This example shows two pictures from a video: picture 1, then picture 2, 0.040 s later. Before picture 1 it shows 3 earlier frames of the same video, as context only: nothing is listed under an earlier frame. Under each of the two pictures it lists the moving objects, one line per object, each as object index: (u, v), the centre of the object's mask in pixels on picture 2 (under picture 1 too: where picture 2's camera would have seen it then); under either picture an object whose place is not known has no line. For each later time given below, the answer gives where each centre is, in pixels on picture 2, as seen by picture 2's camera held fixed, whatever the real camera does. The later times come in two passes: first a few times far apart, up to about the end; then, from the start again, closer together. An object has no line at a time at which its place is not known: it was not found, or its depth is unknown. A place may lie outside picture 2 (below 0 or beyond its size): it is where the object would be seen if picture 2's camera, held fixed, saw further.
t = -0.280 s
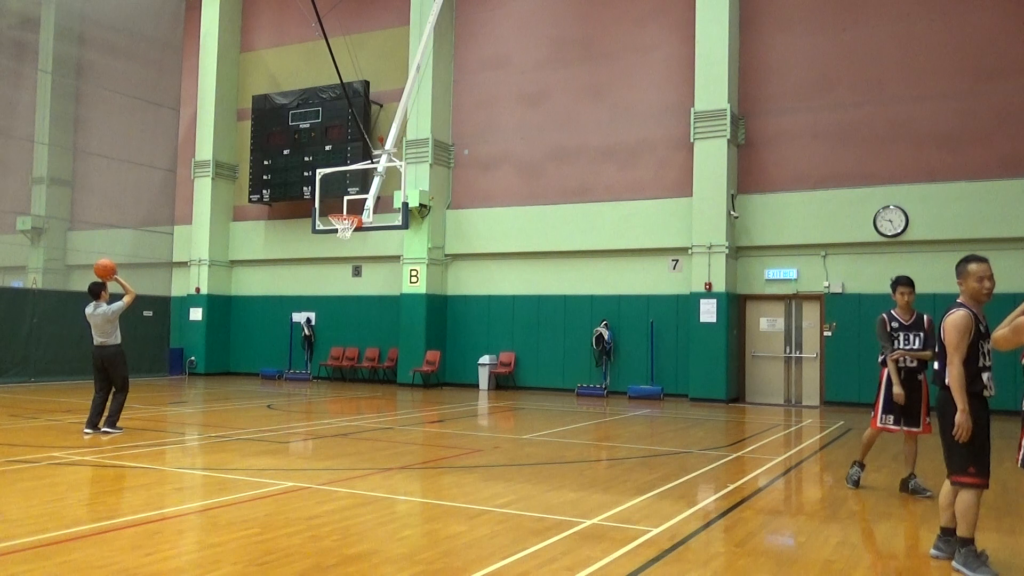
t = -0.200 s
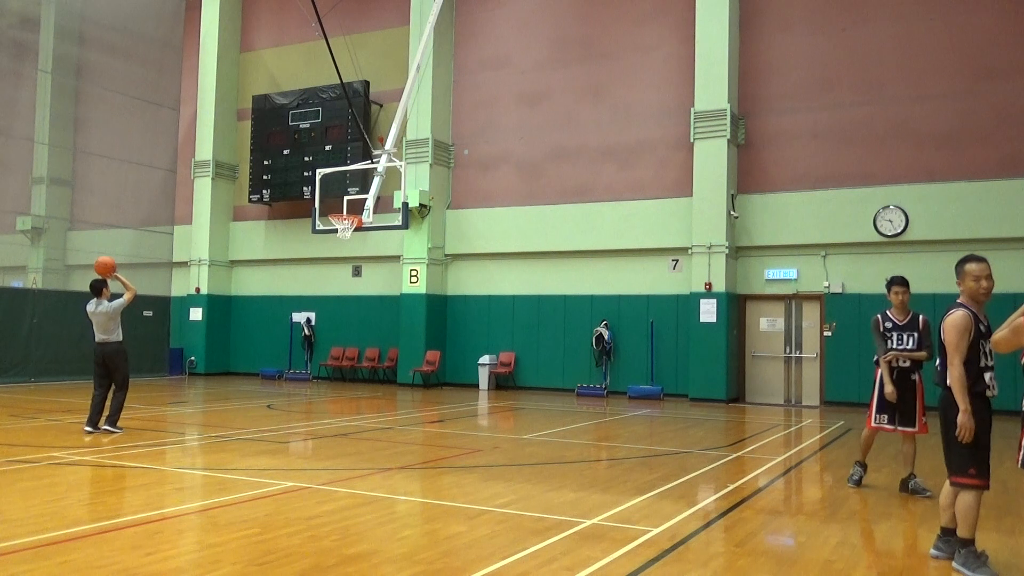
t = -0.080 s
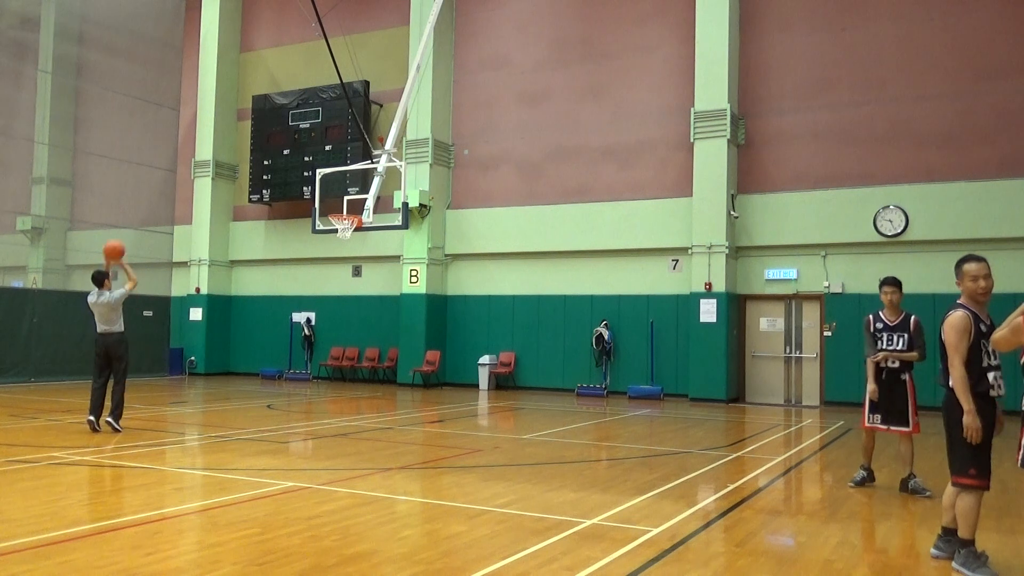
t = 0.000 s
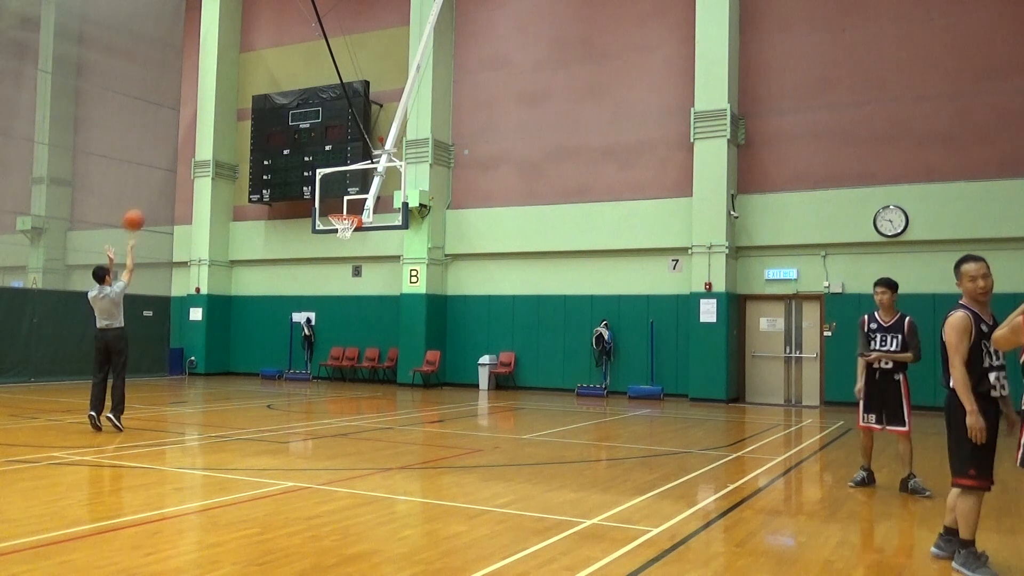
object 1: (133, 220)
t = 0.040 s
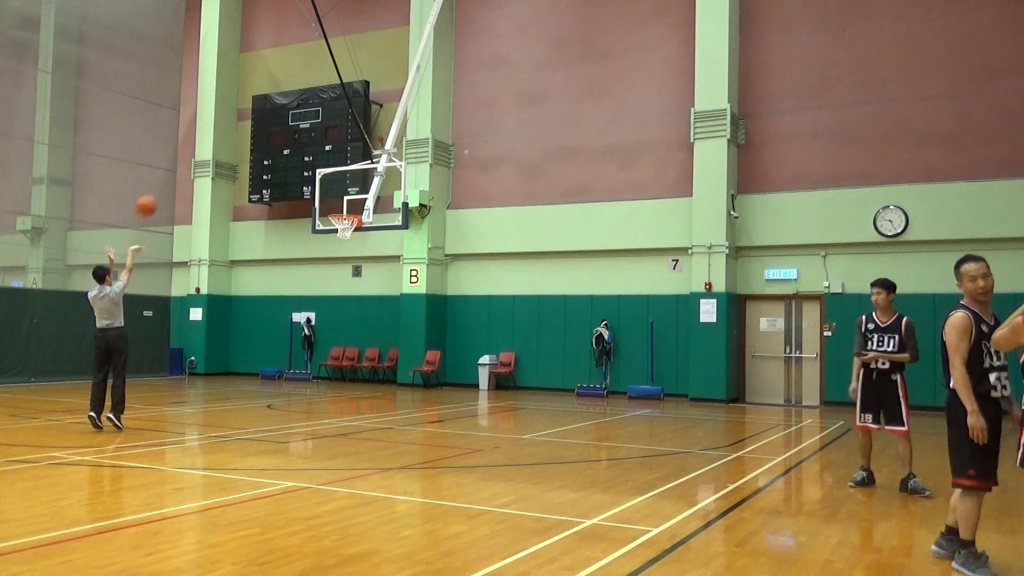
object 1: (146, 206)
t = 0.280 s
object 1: (213, 154)
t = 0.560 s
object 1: (275, 150)
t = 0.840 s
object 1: (326, 193)
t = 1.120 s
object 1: (340, 199)
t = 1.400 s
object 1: (315, 201)
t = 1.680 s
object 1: (286, 254)
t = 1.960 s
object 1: (253, 370)
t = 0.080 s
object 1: (158, 193)
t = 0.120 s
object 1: (170, 182)
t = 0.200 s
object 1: (191, 166)
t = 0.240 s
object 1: (203, 160)
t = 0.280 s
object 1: (213, 154)
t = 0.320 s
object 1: (223, 150)
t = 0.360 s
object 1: (232, 147)
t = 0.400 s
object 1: (242, 146)
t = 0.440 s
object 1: (251, 145)
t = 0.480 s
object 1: (260, 146)
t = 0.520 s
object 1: (268, 147)
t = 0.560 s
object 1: (275, 150)
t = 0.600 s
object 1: (283, 154)
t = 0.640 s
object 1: (291, 158)
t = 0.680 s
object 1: (298, 163)
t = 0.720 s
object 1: (305, 170)
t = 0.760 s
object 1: (311, 176)
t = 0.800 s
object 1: (319, 185)
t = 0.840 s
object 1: (326, 193)
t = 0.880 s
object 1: (332, 204)
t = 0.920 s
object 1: (337, 209)
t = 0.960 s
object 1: (345, 211)
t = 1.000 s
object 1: (351, 210)
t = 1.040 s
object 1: (348, 207)
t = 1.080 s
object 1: (344, 202)
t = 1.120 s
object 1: (340, 199)
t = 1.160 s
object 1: (337, 196)
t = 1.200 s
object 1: (333, 195)
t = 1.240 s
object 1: (330, 194)
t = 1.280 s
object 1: (327, 194)
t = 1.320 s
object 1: (323, 195)
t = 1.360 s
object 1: (319, 197)
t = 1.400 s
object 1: (315, 201)
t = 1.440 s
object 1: (311, 205)
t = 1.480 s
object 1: (307, 210)
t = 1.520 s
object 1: (303, 216)
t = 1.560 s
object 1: (299, 224)
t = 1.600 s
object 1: (295, 233)
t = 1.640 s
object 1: (291, 243)
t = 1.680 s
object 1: (286, 254)
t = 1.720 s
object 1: (282, 267)
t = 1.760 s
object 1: (277, 281)
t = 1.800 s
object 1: (273, 297)
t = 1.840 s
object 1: (268, 313)
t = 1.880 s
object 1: (263, 330)
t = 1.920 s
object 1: (258, 350)
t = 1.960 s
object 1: (253, 370)
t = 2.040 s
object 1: (243, 412)
